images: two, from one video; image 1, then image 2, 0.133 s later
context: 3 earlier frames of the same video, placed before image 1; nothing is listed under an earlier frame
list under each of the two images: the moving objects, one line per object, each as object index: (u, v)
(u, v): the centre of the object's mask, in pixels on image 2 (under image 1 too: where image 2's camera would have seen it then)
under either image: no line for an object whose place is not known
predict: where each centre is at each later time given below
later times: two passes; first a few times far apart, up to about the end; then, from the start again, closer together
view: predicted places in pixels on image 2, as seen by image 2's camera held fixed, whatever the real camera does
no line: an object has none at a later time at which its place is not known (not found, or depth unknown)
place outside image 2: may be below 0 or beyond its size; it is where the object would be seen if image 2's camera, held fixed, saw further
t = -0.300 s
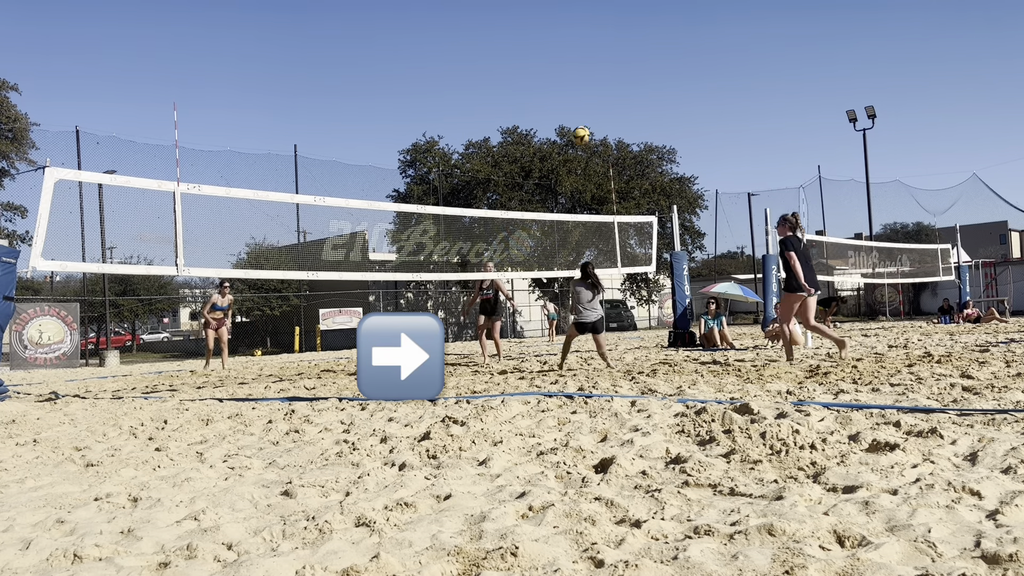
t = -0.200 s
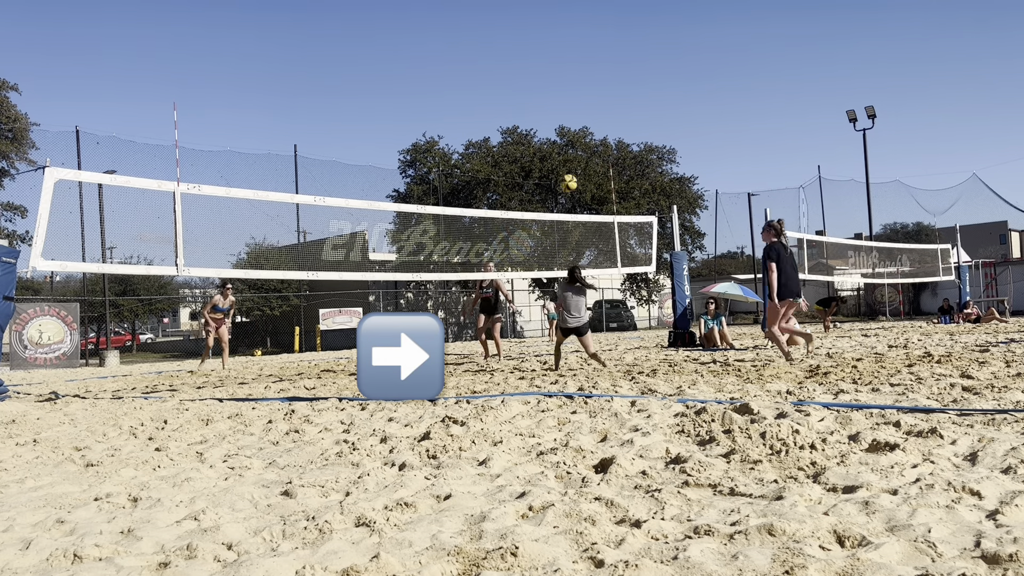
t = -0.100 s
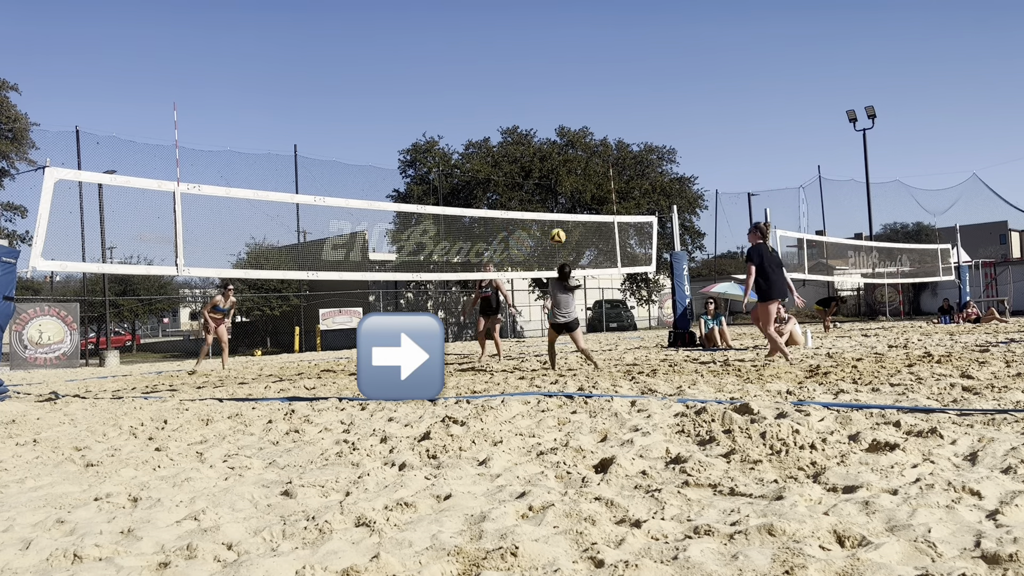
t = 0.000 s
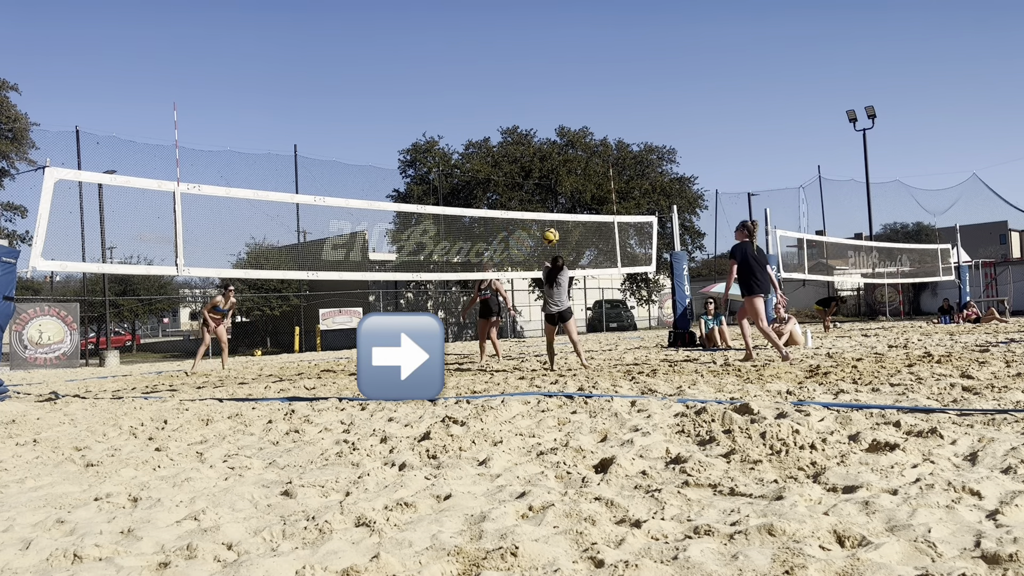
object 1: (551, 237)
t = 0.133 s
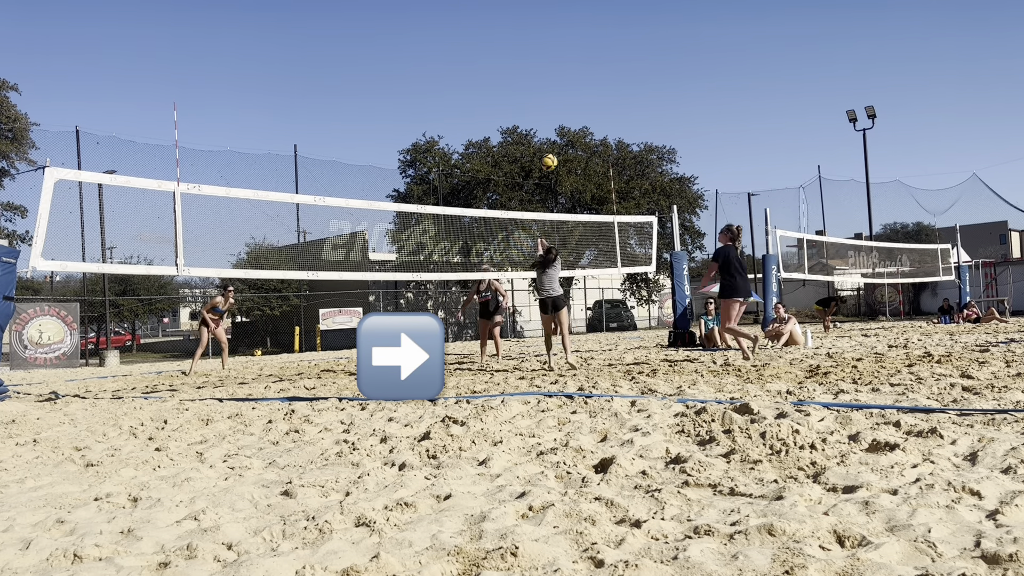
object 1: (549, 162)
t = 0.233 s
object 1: (549, 117)
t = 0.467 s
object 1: (550, 43)
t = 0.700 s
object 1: (555, 11)
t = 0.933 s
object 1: (561, 20)
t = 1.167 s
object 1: (569, 68)
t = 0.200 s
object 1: (549, 131)
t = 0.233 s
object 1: (549, 117)
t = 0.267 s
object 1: (549, 103)
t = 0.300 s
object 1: (549, 91)
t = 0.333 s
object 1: (549, 80)
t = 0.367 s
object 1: (549, 69)
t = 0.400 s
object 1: (550, 59)
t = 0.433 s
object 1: (550, 50)
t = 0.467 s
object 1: (550, 43)
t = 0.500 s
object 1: (551, 36)
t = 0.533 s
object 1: (551, 29)
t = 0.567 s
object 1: (552, 24)
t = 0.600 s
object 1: (553, 20)
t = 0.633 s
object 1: (553, 16)
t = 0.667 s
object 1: (554, 13)
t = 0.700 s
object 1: (555, 11)
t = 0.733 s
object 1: (555, 10)
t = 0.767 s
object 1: (556, 10)
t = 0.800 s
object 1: (557, 10)
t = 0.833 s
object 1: (558, 11)
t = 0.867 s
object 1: (559, 13)
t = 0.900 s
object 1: (560, 16)
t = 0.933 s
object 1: (561, 20)
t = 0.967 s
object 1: (562, 25)
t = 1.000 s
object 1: (563, 30)
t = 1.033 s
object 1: (564, 36)
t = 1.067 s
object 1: (565, 43)
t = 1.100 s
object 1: (566, 51)
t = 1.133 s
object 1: (567, 59)
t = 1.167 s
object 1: (569, 68)
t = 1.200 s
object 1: (570, 78)
